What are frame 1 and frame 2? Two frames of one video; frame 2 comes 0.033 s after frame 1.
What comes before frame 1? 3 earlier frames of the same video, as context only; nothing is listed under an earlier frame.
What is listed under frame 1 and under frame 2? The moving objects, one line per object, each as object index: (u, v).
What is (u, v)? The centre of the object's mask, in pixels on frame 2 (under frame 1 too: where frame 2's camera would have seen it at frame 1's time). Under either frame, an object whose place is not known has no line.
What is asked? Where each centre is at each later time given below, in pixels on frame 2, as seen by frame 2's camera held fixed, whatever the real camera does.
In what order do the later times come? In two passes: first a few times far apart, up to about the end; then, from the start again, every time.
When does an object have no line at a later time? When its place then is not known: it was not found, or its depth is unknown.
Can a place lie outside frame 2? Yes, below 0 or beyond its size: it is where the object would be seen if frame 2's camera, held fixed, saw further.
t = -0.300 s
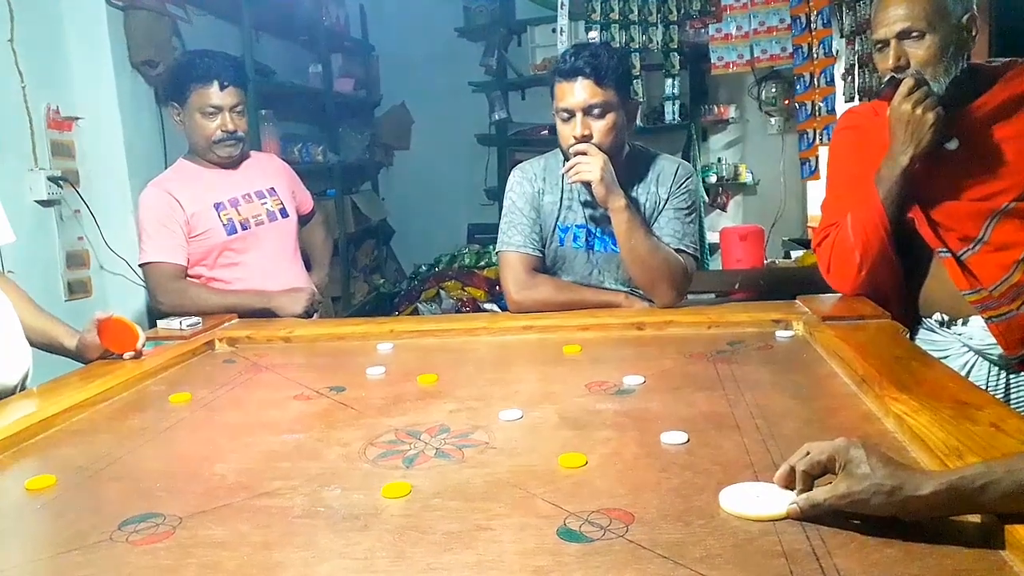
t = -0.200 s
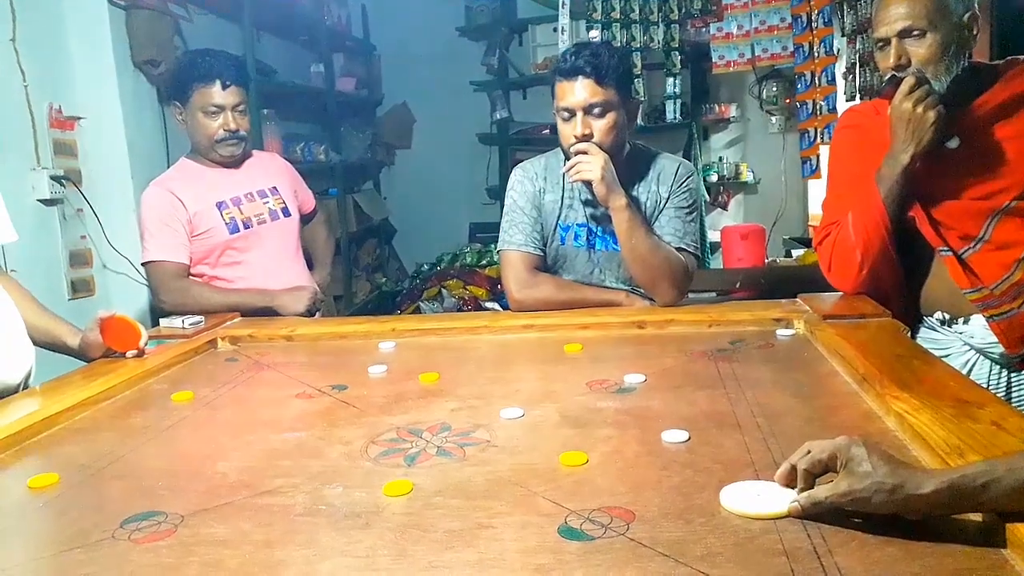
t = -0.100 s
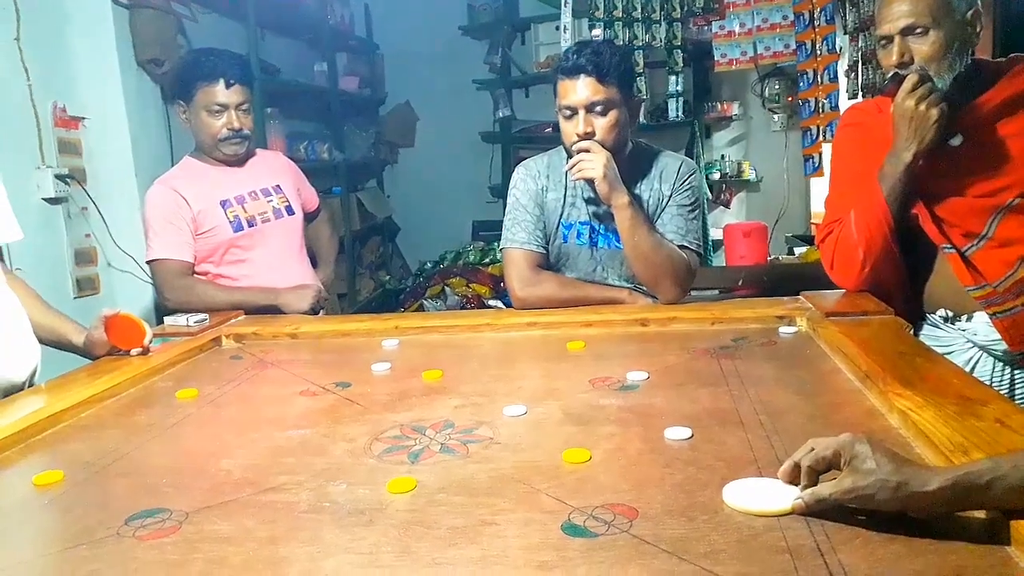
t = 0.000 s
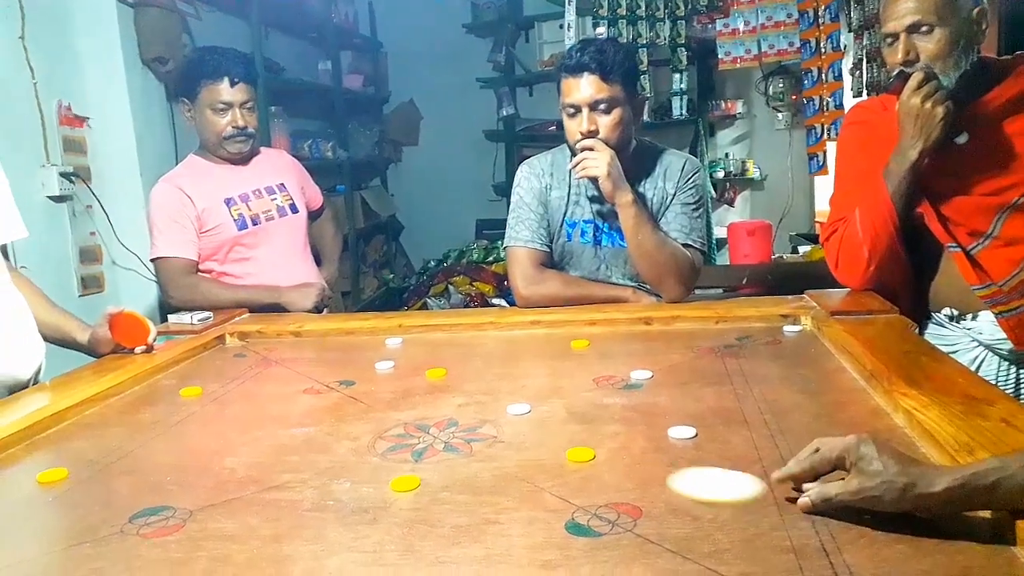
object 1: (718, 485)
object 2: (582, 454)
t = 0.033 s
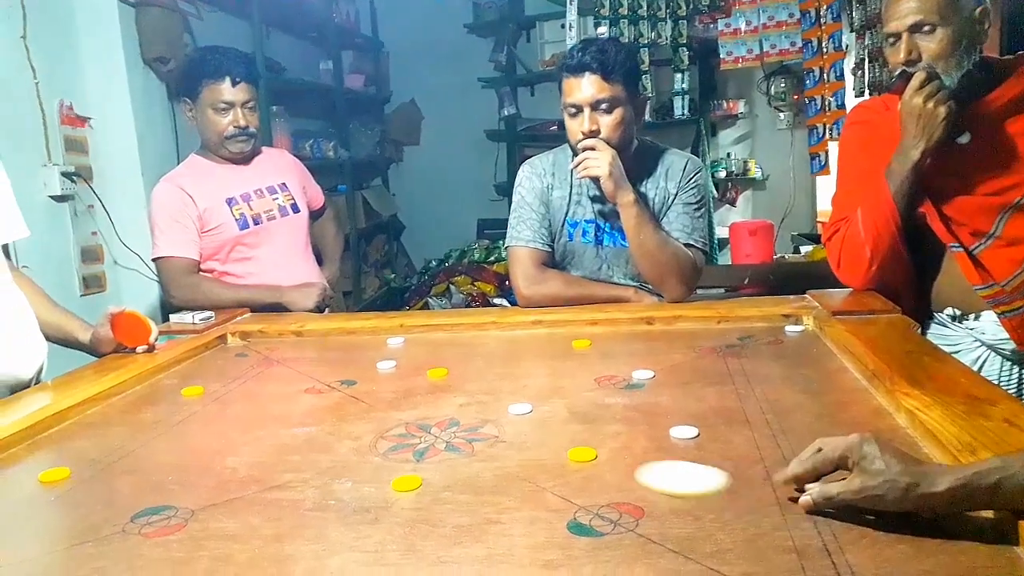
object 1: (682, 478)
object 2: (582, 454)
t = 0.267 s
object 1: (506, 446)
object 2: (430, 407)
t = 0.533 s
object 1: (371, 423)
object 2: (275, 362)
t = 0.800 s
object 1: (271, 405)
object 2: (288, 343)
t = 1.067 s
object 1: (202, 392)
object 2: (366, 356)
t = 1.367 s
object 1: (157, 385)
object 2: (470, 362)
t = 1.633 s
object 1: (193, 381)
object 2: (565, 364)
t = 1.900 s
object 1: (225, 379)
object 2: (659, 366)
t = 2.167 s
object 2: (752, 368)
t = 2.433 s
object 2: (837, 369)
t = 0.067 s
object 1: (648, 471)
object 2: (582, 454)
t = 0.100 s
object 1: (620, 466)
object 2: (577, 453)
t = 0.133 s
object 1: (592, 461)
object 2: (549, 444)
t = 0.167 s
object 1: (570, 457)
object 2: (514, 434)
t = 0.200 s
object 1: (548, 453)
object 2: (487, 425)
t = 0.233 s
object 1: (527, 449)
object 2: (458, 416)
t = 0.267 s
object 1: (506, 446)
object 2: (430, 407)
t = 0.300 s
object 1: (487, 442)
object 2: (406, 401)
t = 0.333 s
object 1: (468, 439)
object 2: (384, 394)
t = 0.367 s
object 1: (451, 436)
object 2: (362, 387)
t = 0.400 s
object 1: (434, 433)
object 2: (343, 382)
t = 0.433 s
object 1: (416, 430)
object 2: (325, 376)
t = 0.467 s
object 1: (402, 428)
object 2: (306, 371)
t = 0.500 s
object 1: (386, 425)
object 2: (290, 366)
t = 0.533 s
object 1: (371, 423)
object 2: (275, 362)
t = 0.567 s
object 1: (357, 420)
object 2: (260, 357)
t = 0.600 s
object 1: (343, 418)
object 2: (246, 353)
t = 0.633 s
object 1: (329, 415)
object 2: (234, 349)
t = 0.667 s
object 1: (318, 414)
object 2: (228, 346)
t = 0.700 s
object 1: (304, 411)
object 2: (249, 343)
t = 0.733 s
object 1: (293, 409)
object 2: (266, 341)
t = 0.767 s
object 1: (282, 407)
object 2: (279, 342)
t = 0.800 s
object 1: (271, 405)
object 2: (288, 343)
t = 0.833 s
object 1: (261, 403)
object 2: (297, 344)
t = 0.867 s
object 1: (251, 402)
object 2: (307, 346)
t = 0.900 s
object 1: (241, 400)
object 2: (316, 347)
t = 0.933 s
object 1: (233, 398)
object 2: (326, 349)
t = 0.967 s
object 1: (224, 397)
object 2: (336, 351)
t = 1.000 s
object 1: (215, 395)
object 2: (346, 352)
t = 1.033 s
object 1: (208, 394)
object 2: (356, 354)
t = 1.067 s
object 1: (202, 392)
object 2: (366, 356)
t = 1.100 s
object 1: (195, 391)
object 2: (375, 357)
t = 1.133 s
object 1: (190, 390)
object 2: (386, 358)
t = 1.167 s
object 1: (185, 389)
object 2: (400, 359)
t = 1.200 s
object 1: (179, 388)
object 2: (411, 360)
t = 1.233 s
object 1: (174, 388)
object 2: (422, 360)
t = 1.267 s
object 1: (169, 387)
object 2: (434, 361)
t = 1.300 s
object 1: (165, 386)
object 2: (446, 361)
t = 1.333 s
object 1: (160, 386)
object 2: (458, 361)
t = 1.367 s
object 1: (157, 385)
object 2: (470, 362)
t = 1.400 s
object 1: (159, 384)
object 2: (482, 362)
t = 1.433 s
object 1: (164, 384)
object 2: (493, 362)
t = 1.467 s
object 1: (169, 383)
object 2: (505, 363)
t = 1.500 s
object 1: (174, 383)
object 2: (517, 363)
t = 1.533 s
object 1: (179, 382)
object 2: (529, 363)
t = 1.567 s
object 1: (184, 382)
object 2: (542, 362)
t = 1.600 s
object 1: (188, 382)
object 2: (553, 363)
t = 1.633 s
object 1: (193, 381)
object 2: (565, 364)
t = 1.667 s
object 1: (197, 381)
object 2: (577, 364)
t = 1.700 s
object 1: (201, 381)
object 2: (588, 364)
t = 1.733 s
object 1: (206, 380)
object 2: (601, 365)
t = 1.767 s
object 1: (210, 380)
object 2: (612, 365)
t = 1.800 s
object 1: (213, 380)
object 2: (623, 366)
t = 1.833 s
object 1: (217, 380)
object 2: (635, 365)
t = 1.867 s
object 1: (221, 379)
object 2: (648, 365)
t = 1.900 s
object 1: (225, 379)
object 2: (659, 366)
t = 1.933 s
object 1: (229, 379)
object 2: (670, 367)
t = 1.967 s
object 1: (232, 379)
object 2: (683, 367)
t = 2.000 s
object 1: (236, 378)
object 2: (695, 367)
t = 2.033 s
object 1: (239, 378)
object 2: (707, 368)
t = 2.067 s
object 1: (243, 378)
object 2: (718, 368)
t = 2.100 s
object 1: (246, 378)
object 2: (729, 368)
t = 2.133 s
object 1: (249, 378)
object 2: (741, 368)
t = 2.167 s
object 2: (752, 368)
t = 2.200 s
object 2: (763, 368)
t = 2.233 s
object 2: (774, 369)
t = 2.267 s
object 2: (785, 369)
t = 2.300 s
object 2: (796, 369)
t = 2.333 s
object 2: (807, 369)
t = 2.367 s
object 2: (817, 369)
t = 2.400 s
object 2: (828, 369)
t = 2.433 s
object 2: (837, 369)
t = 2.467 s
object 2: (840, 370)
